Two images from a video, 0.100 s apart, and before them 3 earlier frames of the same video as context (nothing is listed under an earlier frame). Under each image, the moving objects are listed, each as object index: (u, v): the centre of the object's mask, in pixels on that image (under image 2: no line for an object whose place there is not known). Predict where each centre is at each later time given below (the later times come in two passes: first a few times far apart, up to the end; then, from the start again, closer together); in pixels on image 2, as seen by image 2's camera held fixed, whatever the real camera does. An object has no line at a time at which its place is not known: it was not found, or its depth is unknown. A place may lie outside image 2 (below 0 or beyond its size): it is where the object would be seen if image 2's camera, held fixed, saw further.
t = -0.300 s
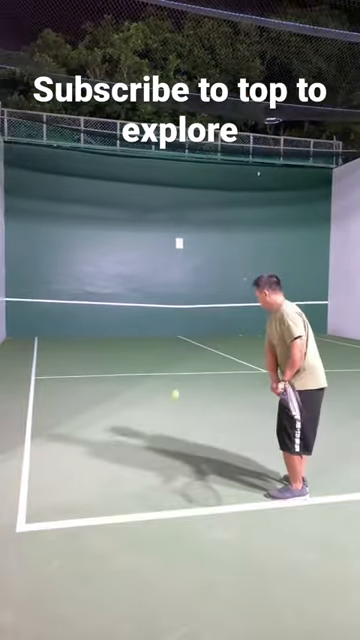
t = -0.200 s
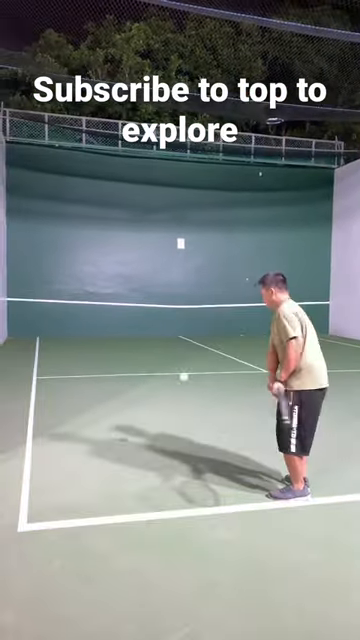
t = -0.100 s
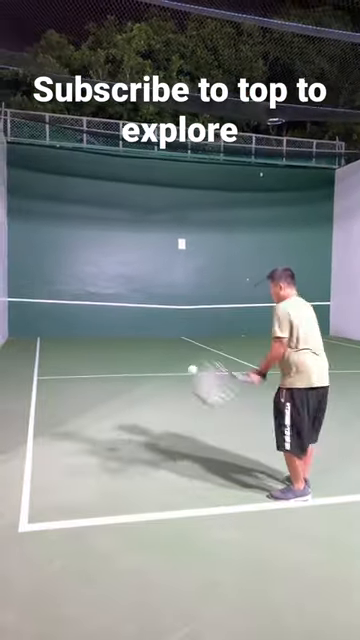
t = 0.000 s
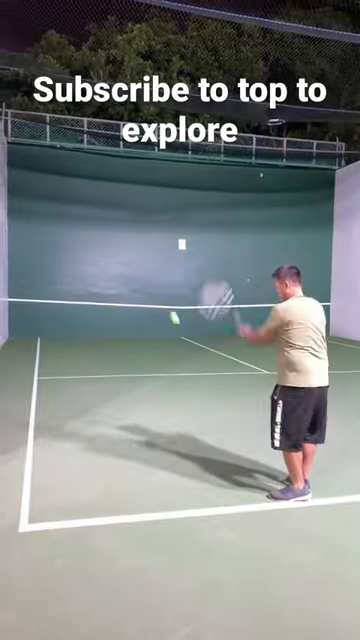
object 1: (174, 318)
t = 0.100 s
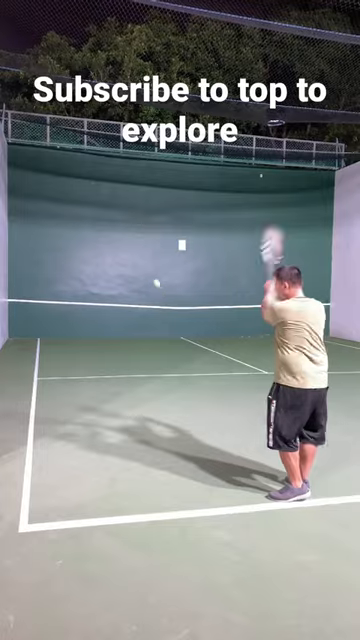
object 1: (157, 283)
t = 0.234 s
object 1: (142, 264)
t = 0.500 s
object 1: (126, 267)
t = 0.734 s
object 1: (116, 292)
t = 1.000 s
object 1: (134, 321)
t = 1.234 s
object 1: (154, 336)
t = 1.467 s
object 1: (172, 316)
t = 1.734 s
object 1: (197, 324)
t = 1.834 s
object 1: (207, 339)
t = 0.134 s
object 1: (152, 276)
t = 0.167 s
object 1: (149, 271)
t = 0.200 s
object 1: (145, 267)
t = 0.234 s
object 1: (142, 264)
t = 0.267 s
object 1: (140, 263)
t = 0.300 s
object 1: (137, 262)
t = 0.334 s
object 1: (135, 262)
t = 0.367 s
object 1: (133, 262)
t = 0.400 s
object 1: (132, 263)
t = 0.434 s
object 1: (129, 264)
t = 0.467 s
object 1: (128, 264)
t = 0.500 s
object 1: (126, 267)
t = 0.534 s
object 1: (125, 270)
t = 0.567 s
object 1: (124, 273)
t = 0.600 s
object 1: (122, 277)
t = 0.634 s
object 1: (121, 279)
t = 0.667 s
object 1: (120, 282)
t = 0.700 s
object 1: (120, 286)
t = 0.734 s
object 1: (116, 292)
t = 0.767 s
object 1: (117, 293)
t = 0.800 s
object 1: (118, 297)
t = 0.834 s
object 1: (121, 300)
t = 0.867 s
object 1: (124, 302)
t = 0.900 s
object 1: (125, 306)
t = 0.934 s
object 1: (129, 310)
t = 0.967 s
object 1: (132, 316)
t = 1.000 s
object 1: (134, 321)
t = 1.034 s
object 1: (138, 327)
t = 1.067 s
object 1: (140, 334)
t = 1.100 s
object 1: (144, 341)
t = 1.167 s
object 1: (149, 346)
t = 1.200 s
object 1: (152, 341)
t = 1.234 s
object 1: (154, 336)
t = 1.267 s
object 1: (157, 332)
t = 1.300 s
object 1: (159, 328)
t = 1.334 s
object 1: (162, 325)
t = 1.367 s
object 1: (164, 322)
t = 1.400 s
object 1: (167, 320)
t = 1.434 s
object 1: (170, 318)
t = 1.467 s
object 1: (172, 316)
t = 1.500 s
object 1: (175, 316)
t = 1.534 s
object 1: (178, 316)
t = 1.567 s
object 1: (181, 315)
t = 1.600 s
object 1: (184, 315)
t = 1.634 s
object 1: (187, 317)
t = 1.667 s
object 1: (190, 319)
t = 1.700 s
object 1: (193, 321)
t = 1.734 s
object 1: (197, 324)
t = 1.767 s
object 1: (200, 329)
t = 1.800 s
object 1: (204, 334)
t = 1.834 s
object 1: (207, 339)
